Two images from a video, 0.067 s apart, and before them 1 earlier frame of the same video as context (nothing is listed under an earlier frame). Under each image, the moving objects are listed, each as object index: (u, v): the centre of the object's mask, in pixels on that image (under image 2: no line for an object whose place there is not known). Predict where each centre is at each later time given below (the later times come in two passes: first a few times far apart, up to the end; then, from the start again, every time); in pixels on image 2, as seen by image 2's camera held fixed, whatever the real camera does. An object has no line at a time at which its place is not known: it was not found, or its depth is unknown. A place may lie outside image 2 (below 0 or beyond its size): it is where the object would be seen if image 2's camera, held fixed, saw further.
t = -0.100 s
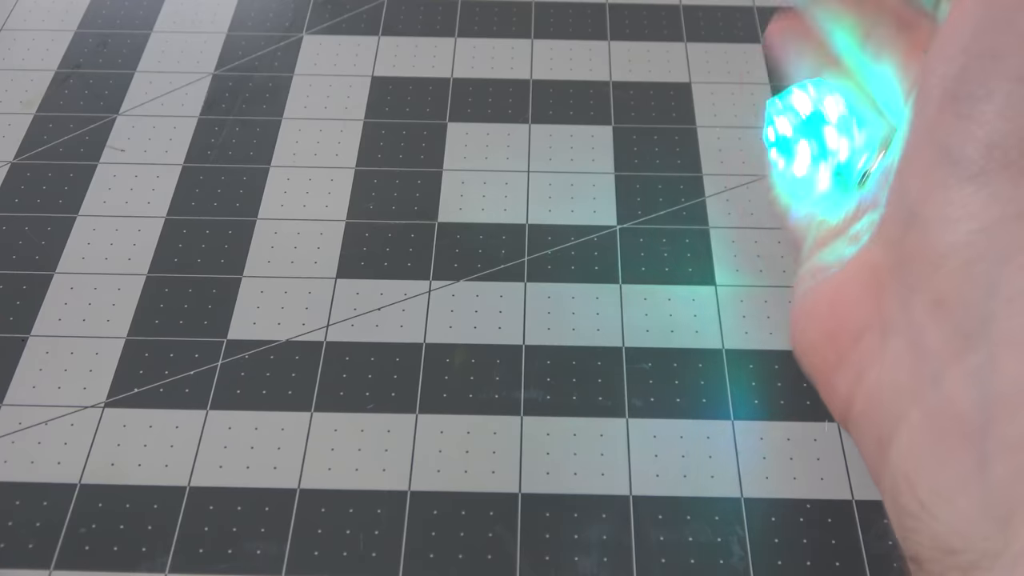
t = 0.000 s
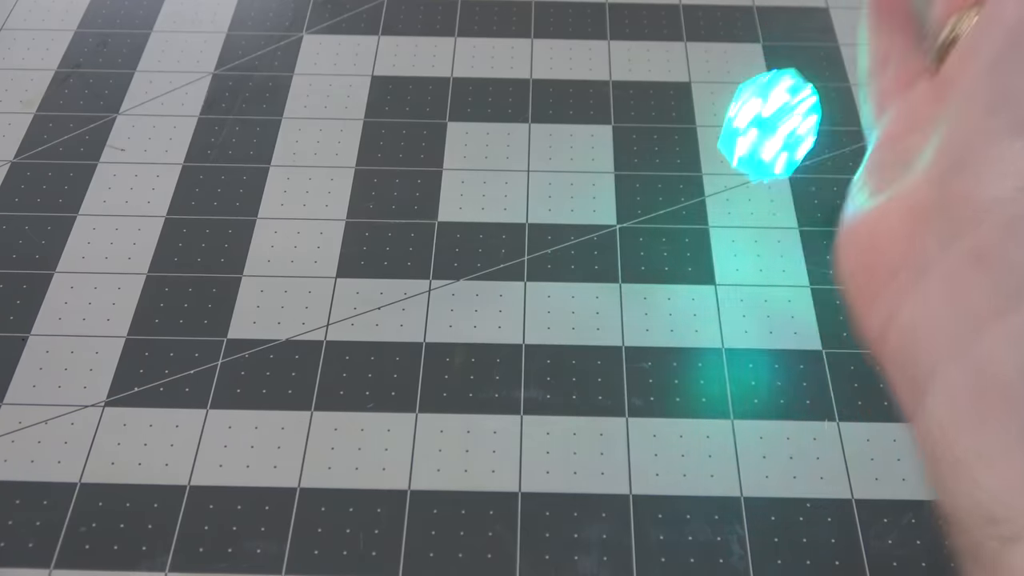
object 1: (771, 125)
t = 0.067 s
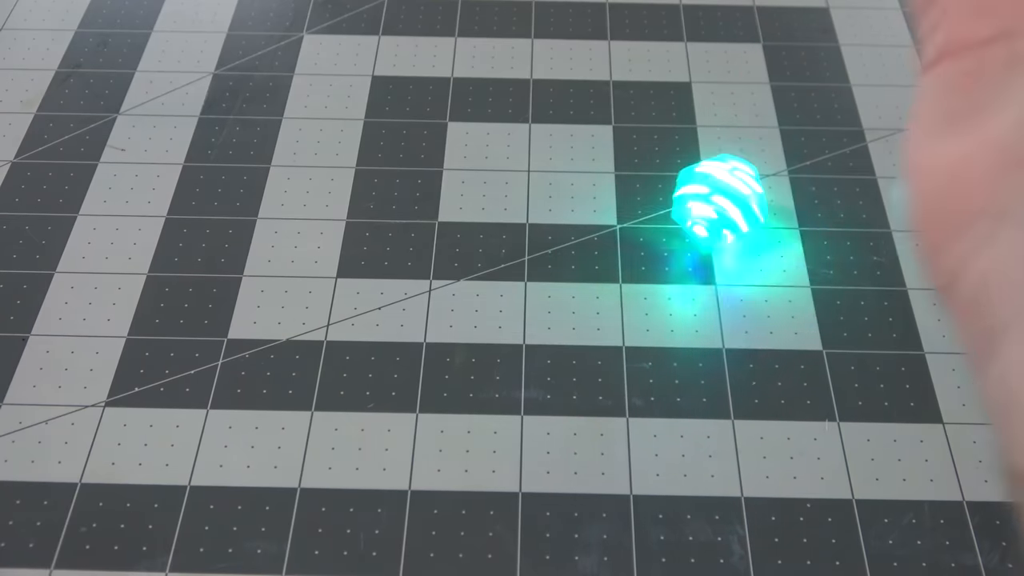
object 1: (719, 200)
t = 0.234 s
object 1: (593, 178)
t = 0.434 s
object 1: (567, 174)
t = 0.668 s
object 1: (567, 174)
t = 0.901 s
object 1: (567, 174)
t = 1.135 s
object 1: (567, 173)
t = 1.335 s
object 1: (566, 174)
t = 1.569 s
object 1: (567, 174)
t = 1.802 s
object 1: (567, 174)
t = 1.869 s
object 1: (566, 174)
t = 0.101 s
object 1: (692, 193)
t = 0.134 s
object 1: (668, 188)
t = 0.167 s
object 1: (641, 183)
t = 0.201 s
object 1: (614, 181)
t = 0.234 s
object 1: (593, 178)
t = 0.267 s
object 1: (578, 176)
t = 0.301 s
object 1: (570, 175)
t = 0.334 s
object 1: (567, 173)
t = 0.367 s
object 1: (567, 173)
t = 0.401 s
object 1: (567, 174)
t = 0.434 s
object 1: (567, 174)
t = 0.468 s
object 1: (567, 174)
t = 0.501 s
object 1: (567, 174)
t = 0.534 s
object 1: (567, 174)
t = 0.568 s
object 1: (567, 174)
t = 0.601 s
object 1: (567, 174)
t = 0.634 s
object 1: (567, 174)
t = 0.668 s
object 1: (567, 174)
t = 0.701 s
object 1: (567, 174)
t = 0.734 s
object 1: (567, 174)
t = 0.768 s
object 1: (567, 174)
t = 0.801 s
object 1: (567, 174)
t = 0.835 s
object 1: (567, 174)
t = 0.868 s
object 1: (567, 174)
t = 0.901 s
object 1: (567, 174)
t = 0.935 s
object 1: (567, 174)
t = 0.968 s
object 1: (567, 174)
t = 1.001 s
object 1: (567, 174)
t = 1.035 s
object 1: (567, 173)
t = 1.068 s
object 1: (567, 173)
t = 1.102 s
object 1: (567, 173)
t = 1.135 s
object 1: (567, 173)
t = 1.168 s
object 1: (567, 173)
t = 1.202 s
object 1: (567, 173)
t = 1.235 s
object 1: (567, 173)
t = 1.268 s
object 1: (567, 173)
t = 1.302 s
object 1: (567, 174)
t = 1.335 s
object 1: (566, 174)
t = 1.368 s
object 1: (567, 174)
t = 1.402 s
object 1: (566, 174)
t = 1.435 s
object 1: (566, 175)
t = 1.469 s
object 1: (567, 174)
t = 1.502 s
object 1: (567, 174)
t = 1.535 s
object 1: (567, 174)
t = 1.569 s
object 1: (567, 174)
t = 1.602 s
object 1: (567, 174)
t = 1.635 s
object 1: (567, 174)
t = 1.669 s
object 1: (567, 174)
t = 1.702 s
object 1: (567, 174)
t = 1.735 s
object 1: (567, 174)
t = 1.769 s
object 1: (567, 174)
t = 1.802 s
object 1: (567, 174)
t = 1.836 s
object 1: (566, 174)
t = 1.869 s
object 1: (566, 174)
